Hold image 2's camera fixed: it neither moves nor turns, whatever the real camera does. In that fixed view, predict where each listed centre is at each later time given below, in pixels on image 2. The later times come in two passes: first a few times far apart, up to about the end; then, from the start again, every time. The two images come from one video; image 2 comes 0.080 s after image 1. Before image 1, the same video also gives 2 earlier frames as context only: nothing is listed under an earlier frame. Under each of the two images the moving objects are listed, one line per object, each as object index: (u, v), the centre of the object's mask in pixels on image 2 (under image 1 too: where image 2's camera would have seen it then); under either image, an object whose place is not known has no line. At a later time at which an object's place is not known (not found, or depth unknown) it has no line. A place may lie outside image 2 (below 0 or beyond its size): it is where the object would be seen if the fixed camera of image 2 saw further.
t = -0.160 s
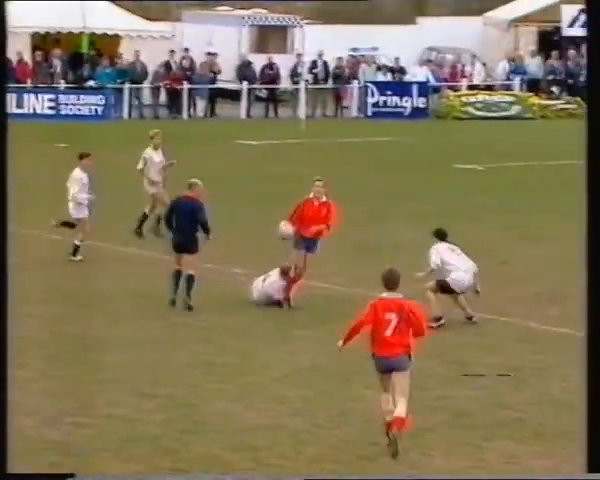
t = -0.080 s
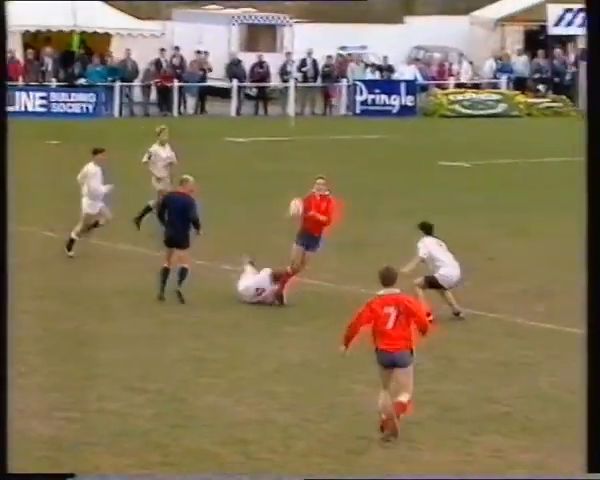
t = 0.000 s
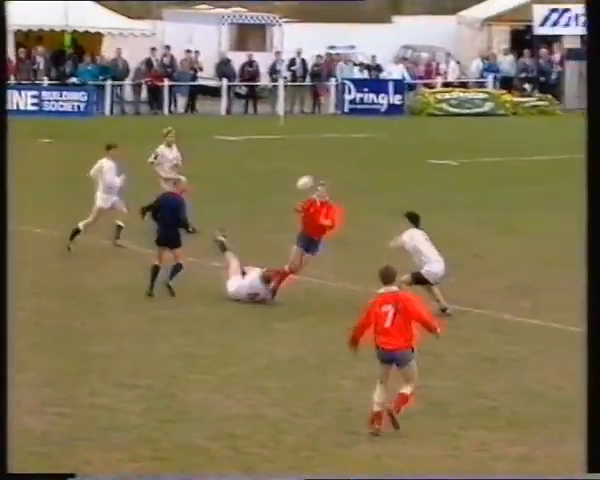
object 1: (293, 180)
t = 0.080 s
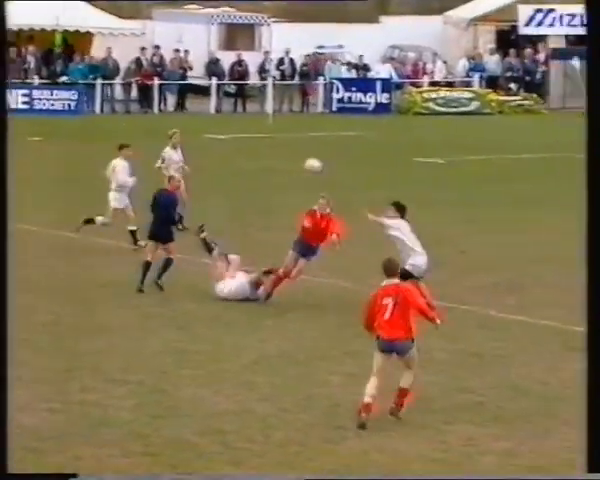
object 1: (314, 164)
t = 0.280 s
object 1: (364, 145)
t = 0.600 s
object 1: (444, 175)
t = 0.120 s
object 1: (326, 157)
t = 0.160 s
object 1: (336, 152)
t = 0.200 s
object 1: (345, 149)
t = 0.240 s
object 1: (354, 147)
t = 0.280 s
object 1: (364, 145)
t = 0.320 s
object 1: (374, 145)
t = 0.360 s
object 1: (383, 146)
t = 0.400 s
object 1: (391, 148)
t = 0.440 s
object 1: (401, 152)
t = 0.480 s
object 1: (412, 156)
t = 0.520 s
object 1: (422, 159)
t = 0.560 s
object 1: (434, 166)
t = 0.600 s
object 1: (444, 175)
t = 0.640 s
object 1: (455, 186)
